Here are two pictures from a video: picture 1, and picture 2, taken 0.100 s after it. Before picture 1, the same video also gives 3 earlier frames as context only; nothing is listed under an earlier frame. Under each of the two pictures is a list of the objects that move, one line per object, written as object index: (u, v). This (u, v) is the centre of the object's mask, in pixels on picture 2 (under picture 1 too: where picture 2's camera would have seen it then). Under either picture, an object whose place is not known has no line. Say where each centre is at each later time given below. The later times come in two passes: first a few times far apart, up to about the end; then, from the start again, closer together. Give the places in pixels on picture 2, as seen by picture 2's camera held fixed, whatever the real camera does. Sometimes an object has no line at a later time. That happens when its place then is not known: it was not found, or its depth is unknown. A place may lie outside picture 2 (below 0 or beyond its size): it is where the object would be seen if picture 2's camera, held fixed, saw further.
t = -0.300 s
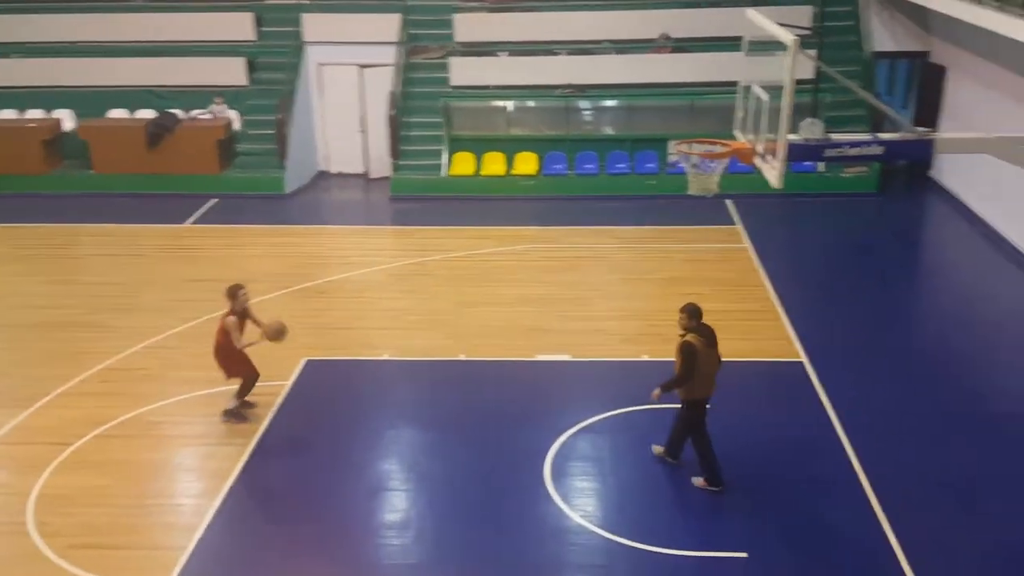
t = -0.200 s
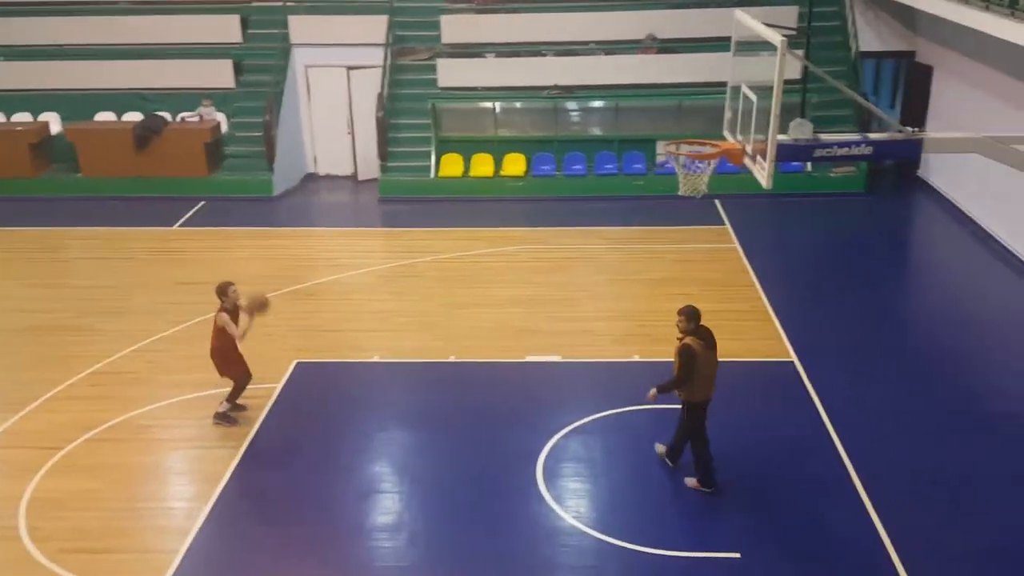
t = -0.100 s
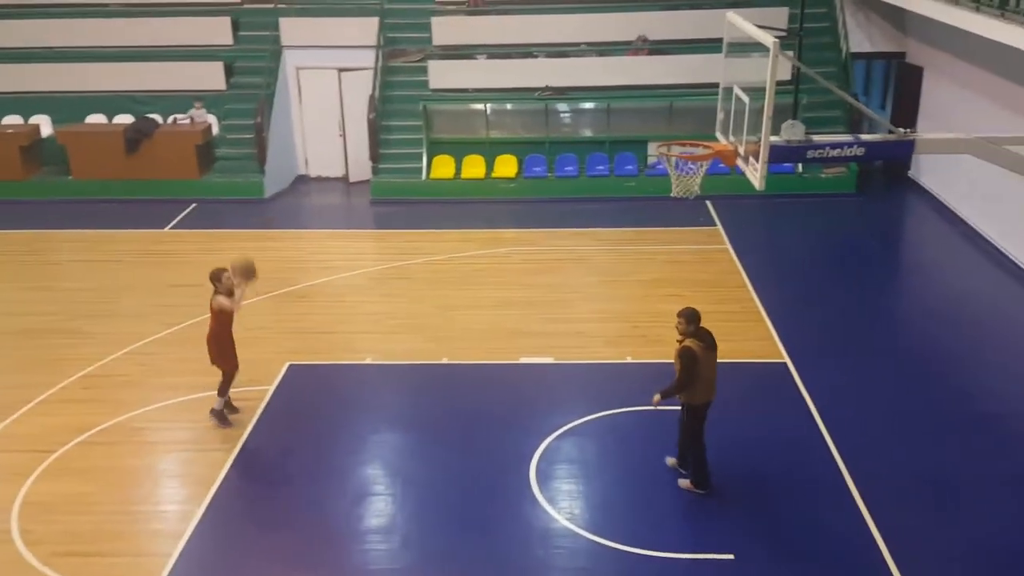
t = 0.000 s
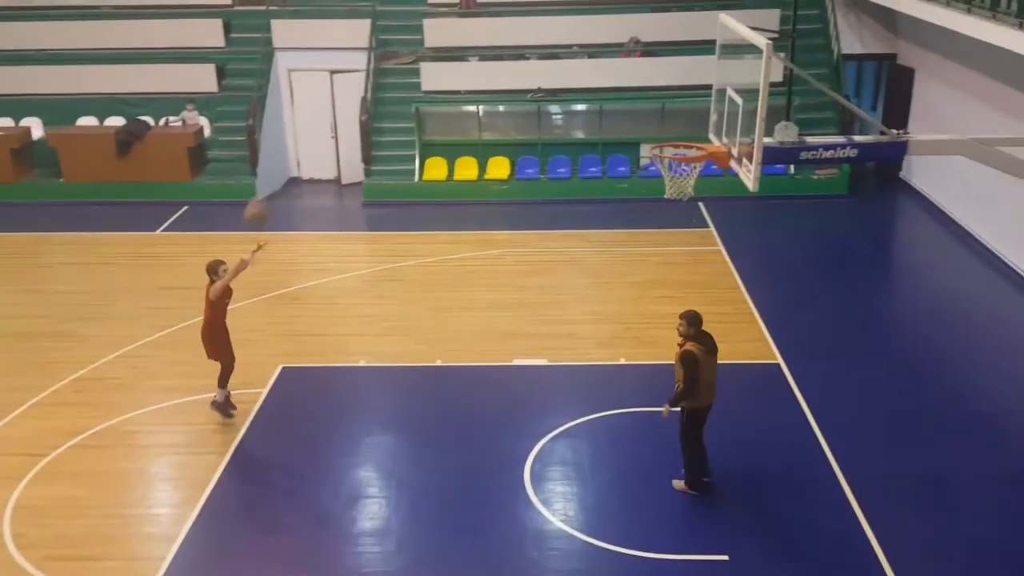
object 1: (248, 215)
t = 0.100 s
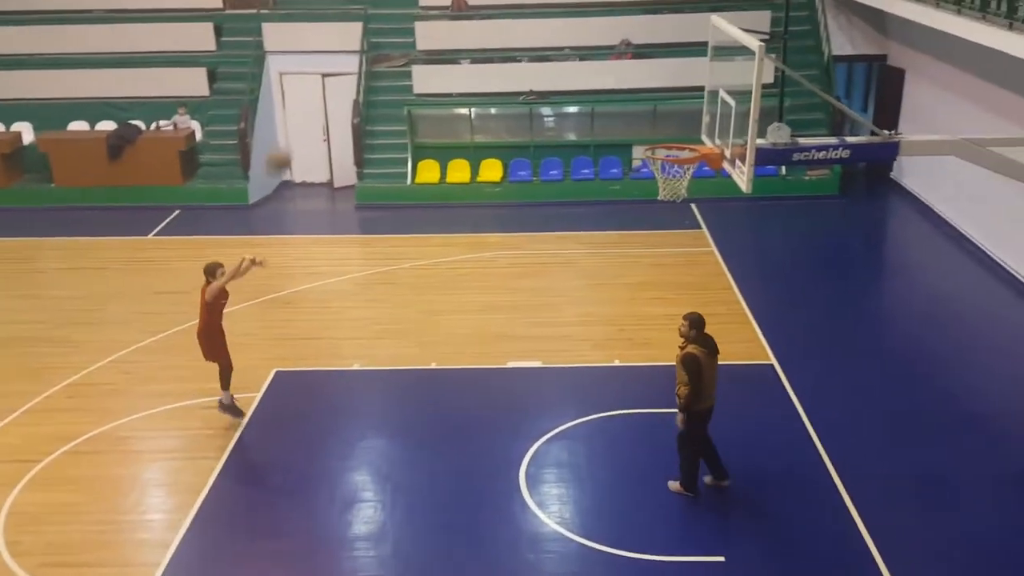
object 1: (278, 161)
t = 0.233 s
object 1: (321, 97)
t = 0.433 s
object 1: (389, 29)
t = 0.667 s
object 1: (480, 12)
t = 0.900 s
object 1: (572, 55)
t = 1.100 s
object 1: (645, 133)
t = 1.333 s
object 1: (637, 91)
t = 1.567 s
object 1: (629, 111)
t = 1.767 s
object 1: (619, 178)
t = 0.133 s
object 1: (290, 142)
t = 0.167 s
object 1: (299, 127)
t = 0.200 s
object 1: (310, 111)
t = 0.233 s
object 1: (321, 97)
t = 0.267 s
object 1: (332, 84)
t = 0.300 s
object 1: (342, 70)
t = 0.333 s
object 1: (353, 58)
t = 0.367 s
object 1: (365, 46)
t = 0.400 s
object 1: (377, 39)
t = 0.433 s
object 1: (389, 29)
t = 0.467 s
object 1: (401, 23)
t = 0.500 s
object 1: (414, 18)
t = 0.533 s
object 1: (426, 15)
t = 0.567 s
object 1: (439, 12)
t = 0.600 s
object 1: (454, 10)
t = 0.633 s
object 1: (464, 9)
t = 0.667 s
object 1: (480, 12)
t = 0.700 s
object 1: (493, 13)
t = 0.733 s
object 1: (506, 15)
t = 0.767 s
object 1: (519, 20)
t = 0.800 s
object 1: (532, 26)
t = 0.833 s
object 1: (548, 36)
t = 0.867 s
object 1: (562, 46)
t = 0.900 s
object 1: (572, 55)
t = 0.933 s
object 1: (585, 66)
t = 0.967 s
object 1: (601, 80)
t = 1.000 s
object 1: (614, 95)
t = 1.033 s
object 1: (625, 108)
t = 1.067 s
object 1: (639, 125)
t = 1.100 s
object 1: (645, 133)
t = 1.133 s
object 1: (645, 123)
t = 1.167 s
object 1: (644, 113)
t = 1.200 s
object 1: (643, 105)
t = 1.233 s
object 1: (643, 100)
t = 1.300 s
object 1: (639, 94)
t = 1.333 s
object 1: (637, 91)
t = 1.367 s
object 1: (636, 90)
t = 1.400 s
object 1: (635, 91)
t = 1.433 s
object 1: (634, 92)
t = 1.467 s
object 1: (632, 95)
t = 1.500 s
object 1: (631, 99)
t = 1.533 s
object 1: (631, 103)
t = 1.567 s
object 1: (629, 111)
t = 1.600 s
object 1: (627, 119)
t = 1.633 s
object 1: (625, 128)
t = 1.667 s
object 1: (623, 138)
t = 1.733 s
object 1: (621, 163)
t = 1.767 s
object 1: (619, 178)
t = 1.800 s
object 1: (617, 193)
